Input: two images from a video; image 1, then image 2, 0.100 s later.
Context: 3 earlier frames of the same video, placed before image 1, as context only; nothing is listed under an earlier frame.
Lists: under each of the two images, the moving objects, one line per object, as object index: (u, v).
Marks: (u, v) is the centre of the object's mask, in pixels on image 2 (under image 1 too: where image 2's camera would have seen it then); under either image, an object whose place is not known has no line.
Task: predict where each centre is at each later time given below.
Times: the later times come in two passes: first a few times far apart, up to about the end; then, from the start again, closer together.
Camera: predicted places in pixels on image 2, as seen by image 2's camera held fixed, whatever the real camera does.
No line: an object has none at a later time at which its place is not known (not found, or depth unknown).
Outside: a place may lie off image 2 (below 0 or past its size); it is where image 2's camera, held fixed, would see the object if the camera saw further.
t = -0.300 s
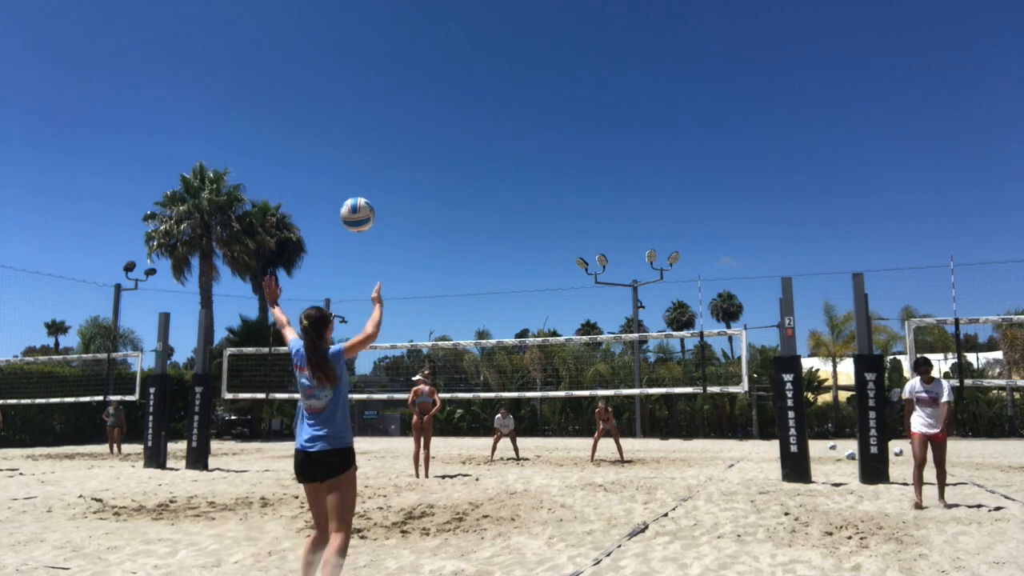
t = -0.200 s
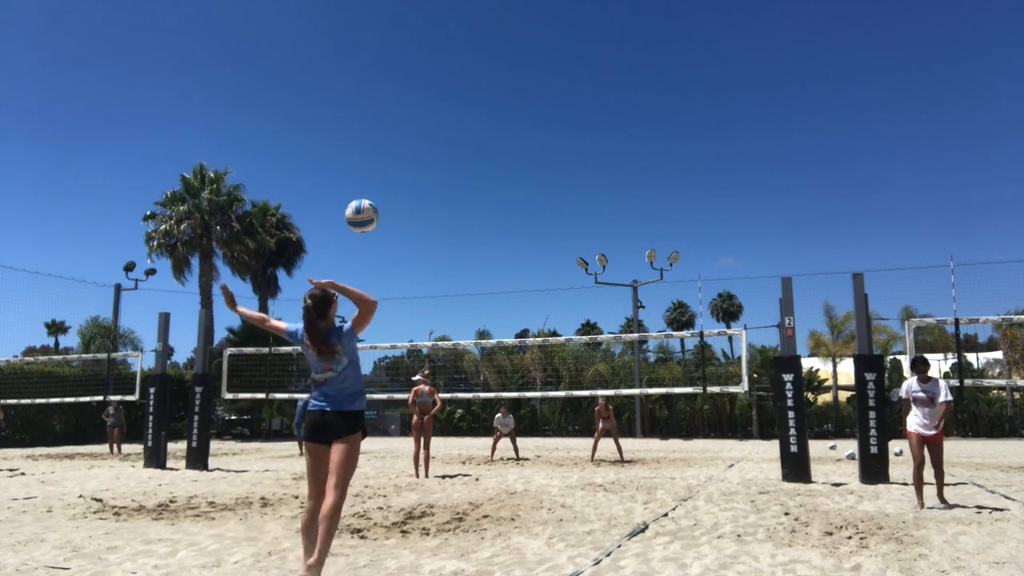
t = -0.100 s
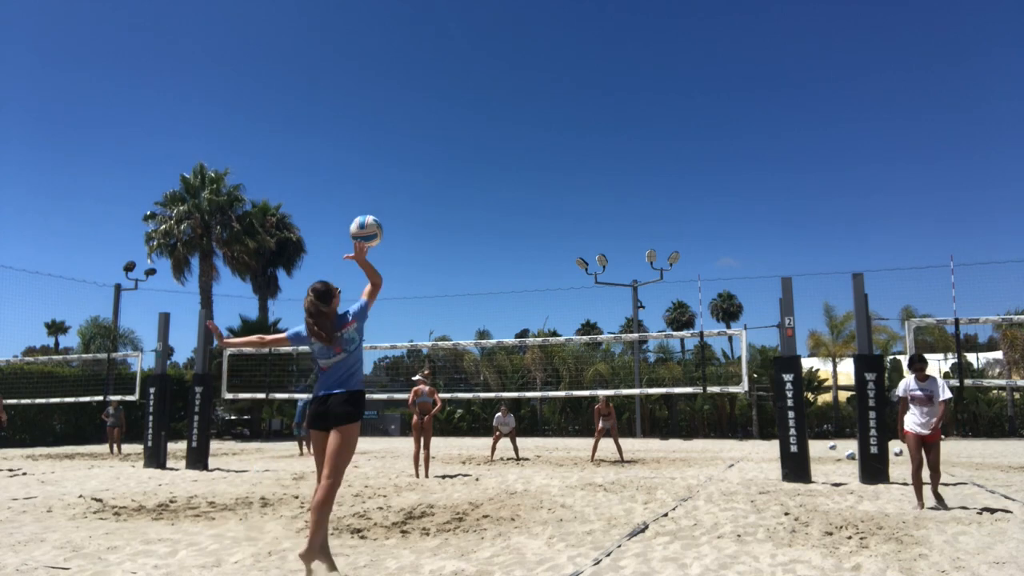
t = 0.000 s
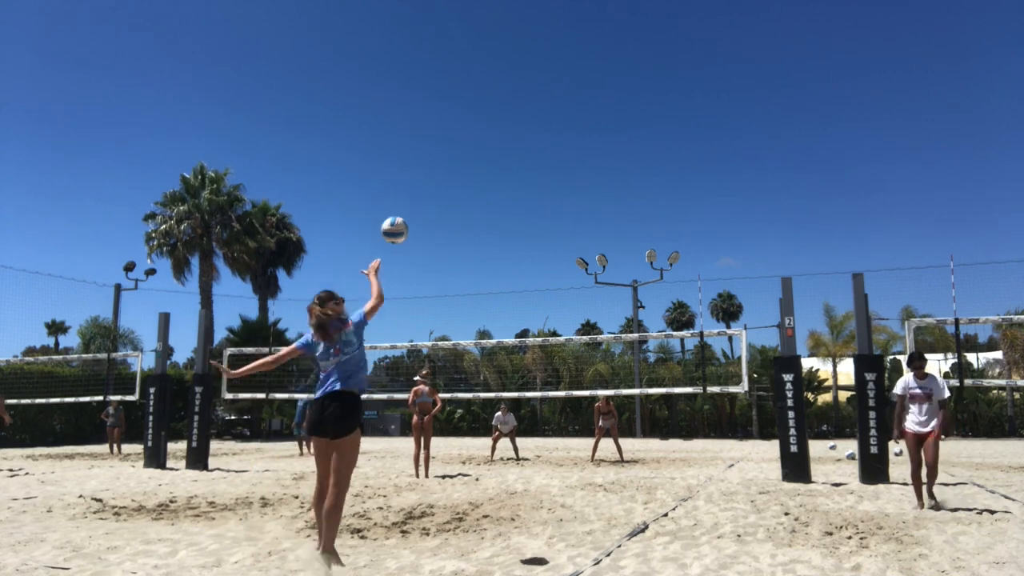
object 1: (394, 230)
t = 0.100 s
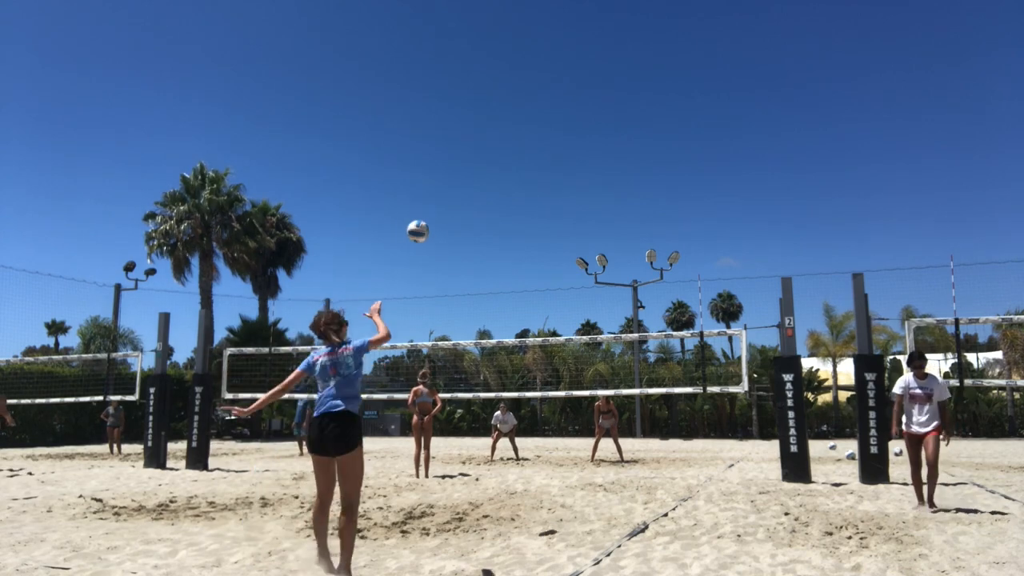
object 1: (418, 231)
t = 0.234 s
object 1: (436, 242)
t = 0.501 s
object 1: (460, 279)
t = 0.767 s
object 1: (472, 326)
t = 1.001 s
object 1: (477, 369)
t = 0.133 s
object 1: (424, 233)
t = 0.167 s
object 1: (429, 235)
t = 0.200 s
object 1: (433, 238)
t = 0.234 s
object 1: (436, 242)
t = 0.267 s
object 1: (440, 246)
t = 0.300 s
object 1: (443, 250)
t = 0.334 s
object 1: (446, 254)
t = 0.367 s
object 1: (449, 259)
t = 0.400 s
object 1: (452, 263)
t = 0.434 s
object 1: (455, 268)
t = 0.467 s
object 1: (457, 273)
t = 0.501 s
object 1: (460, 279)
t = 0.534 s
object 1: (462, 284)
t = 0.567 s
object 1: (464, 290)
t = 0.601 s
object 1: (466, 296)
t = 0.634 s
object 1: (467, 302)
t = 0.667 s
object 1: (469, 308)
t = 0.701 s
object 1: (470, 314)
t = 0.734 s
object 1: (471, 320)
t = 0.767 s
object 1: (472, 326)
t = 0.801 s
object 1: (473, 332)
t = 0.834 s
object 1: (472, 337)
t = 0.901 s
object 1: (473, 349)
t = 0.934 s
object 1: (475, 356)
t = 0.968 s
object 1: (476, 363)
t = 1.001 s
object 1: (477, 369)
